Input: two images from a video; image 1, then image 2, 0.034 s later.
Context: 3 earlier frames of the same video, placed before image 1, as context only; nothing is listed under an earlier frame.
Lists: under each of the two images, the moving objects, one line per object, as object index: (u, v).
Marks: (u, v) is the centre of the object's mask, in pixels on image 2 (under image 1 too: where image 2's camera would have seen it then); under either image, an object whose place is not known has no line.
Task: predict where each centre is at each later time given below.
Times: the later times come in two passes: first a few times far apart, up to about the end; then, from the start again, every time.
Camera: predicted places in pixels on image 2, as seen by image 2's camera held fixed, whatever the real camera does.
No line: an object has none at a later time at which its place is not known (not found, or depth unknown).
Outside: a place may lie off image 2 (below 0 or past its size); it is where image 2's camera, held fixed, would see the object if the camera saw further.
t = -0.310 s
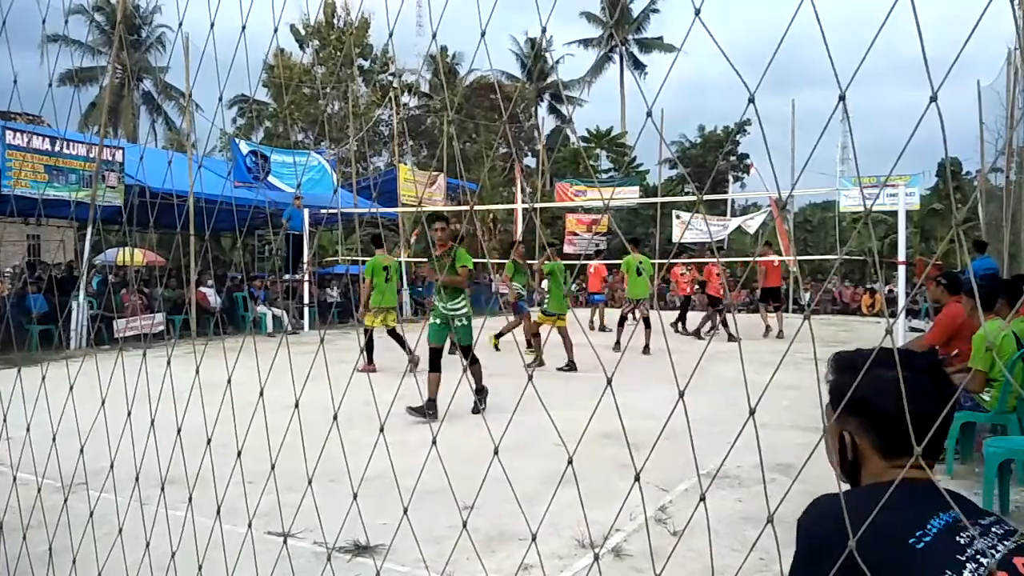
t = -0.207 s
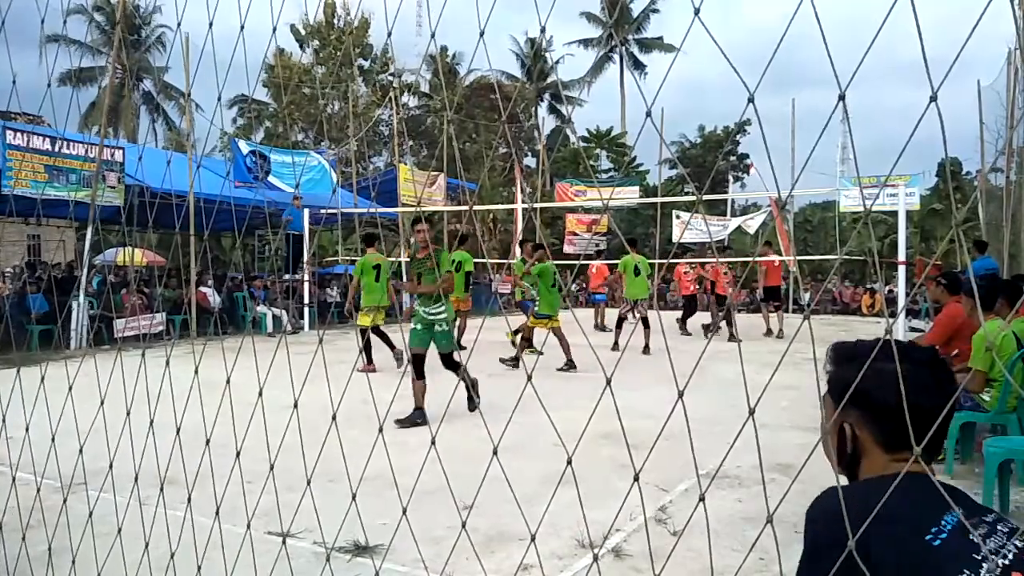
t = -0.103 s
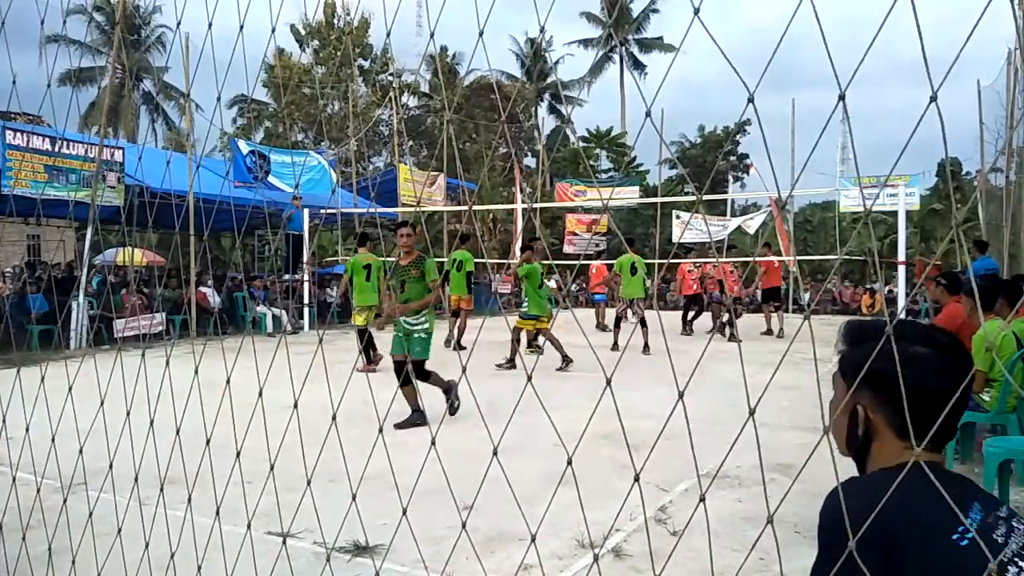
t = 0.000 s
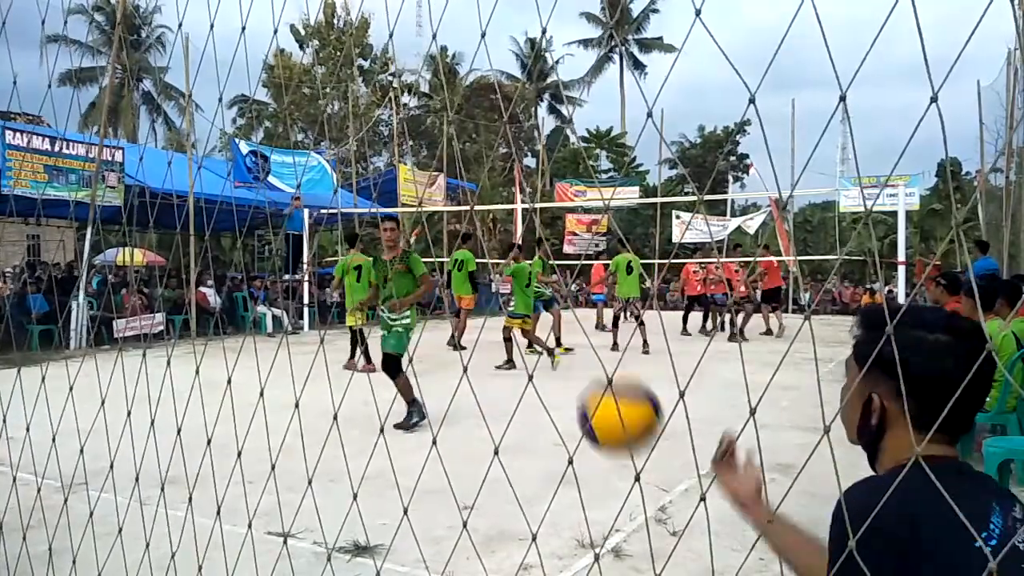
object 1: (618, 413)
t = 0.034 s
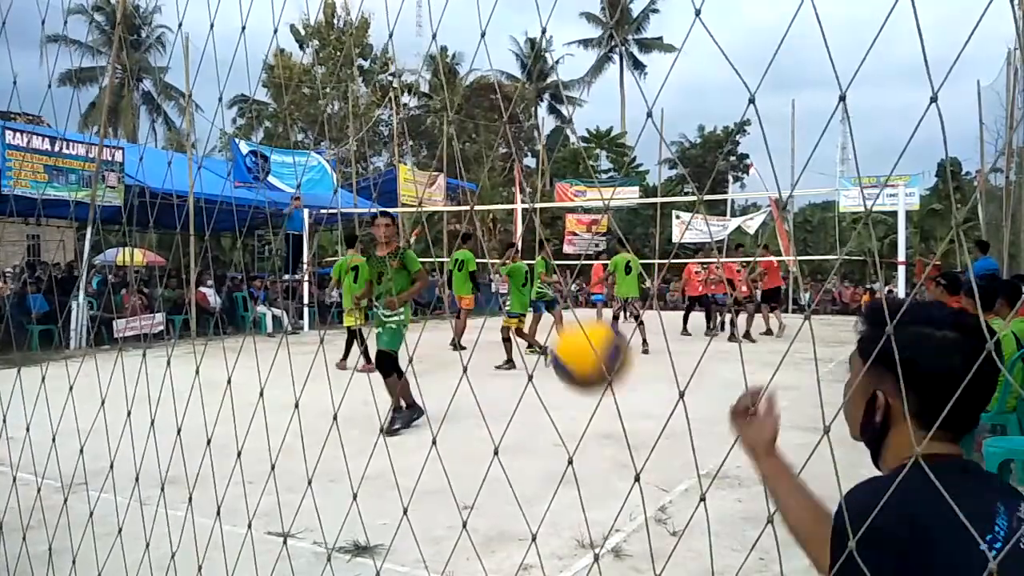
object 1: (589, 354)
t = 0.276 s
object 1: (444, 125)
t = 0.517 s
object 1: (354, 117)
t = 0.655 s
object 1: (318, 166)
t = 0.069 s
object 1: (564, 300)
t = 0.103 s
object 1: (540, 257)
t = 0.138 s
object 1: (519, 220)
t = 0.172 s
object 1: (497, 189)
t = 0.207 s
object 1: (480, 163)
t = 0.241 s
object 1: (461, 143)
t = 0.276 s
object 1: (444, 125)
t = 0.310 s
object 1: (430, 115)
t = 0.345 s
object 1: (414, 108)
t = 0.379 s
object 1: (400, 103)
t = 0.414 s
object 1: (387, 102)
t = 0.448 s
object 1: (377, 103)
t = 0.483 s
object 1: (365, 110)
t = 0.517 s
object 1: (354, 117)
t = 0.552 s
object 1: (345, 126)
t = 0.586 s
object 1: (335, 135)
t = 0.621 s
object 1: (326, 150)
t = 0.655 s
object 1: (318, 166)
